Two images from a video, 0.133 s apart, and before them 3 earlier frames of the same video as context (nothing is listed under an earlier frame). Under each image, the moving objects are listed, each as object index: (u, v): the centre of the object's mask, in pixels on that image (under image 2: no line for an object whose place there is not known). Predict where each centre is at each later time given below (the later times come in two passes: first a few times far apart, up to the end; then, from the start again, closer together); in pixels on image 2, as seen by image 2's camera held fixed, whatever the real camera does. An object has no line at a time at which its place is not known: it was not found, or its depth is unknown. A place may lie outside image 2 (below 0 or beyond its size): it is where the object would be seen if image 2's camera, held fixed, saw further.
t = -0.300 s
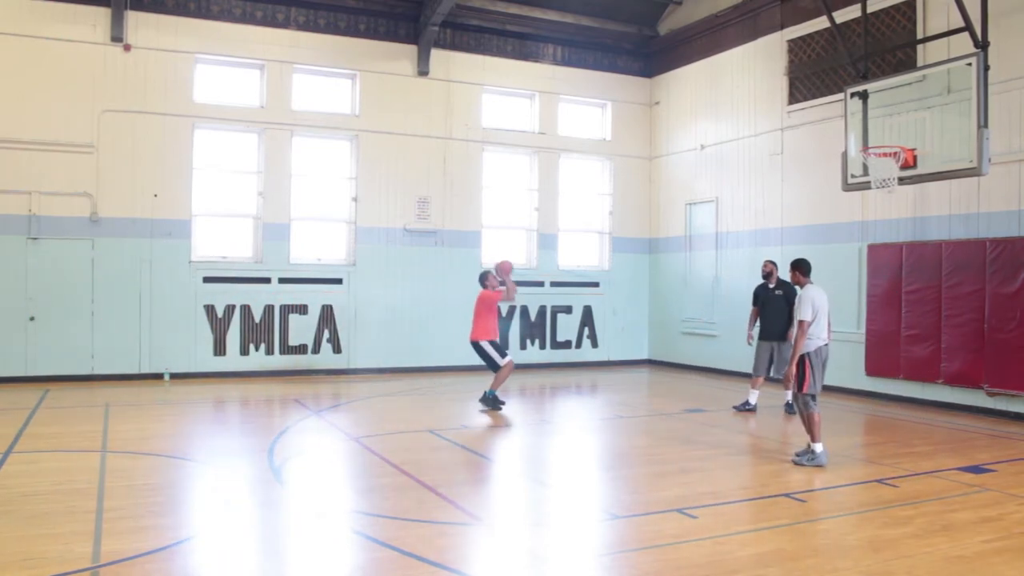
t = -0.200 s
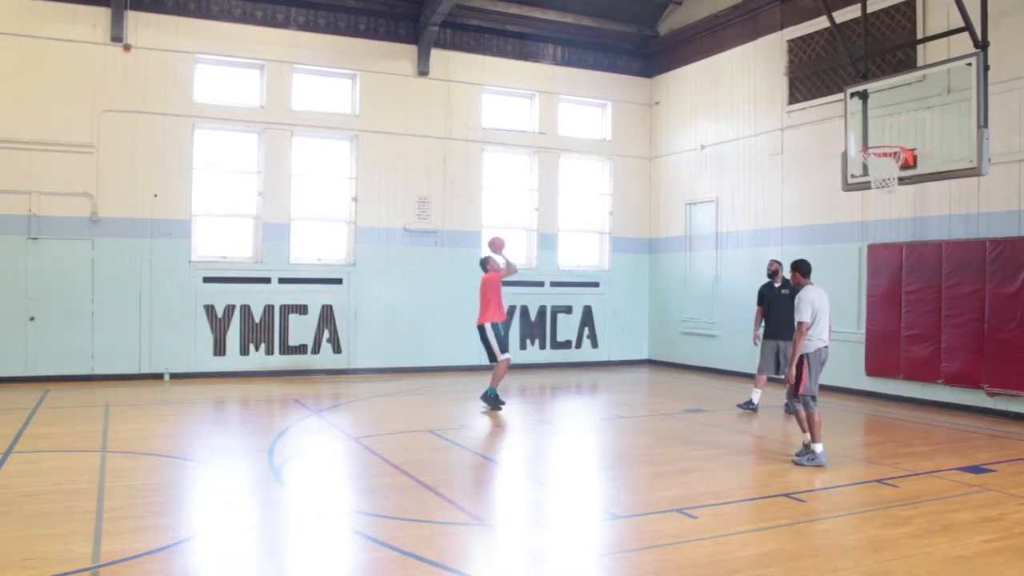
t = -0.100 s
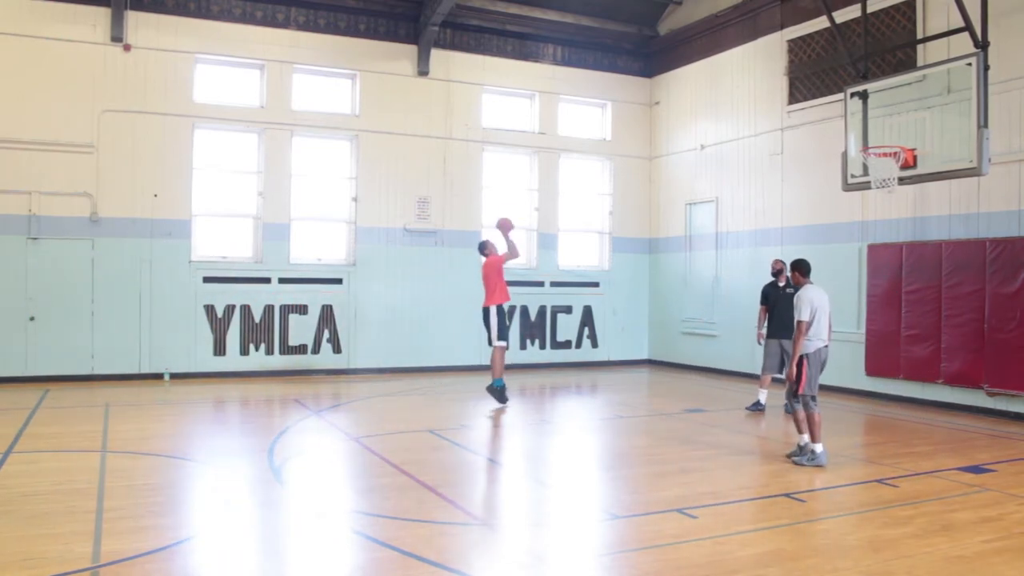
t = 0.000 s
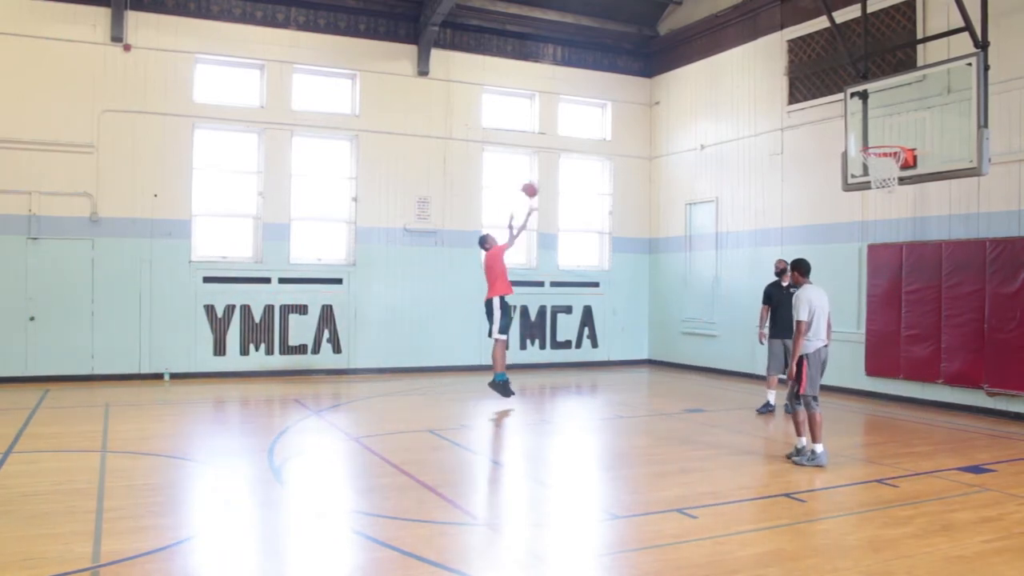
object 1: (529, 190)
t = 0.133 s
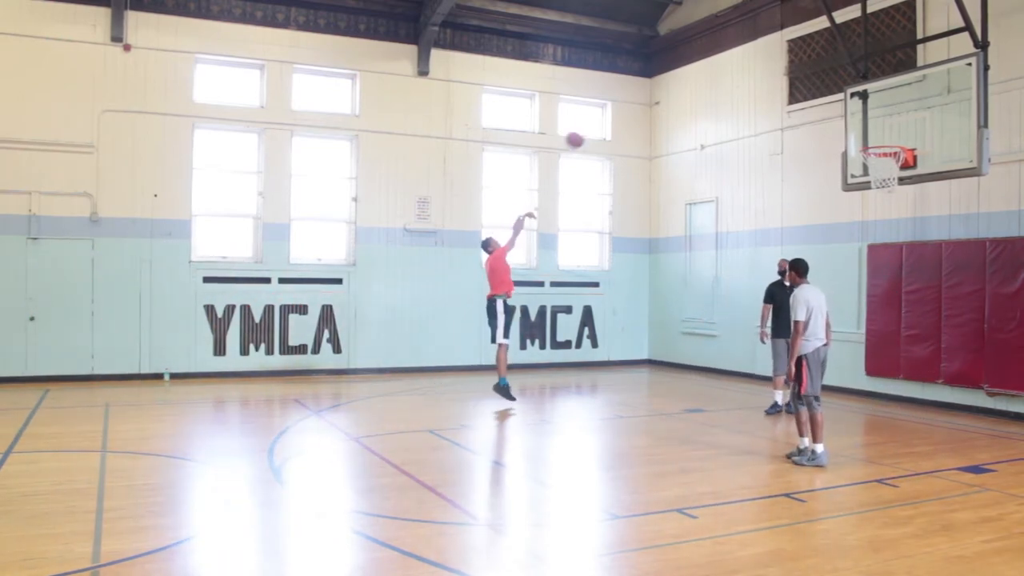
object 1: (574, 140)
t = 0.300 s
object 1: (633, 93)
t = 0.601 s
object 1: (742, 67)
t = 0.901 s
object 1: (854, 117)
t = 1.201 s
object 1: (872, 165)
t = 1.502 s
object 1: (877, 194)
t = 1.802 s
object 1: (898, 278)
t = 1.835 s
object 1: (899, 291)
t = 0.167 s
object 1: (586, 129)
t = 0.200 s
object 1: (599, 118)
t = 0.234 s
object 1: (611, 109)
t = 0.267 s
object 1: (622, 101)
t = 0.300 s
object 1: (633, 93)
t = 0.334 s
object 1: (646, 86)
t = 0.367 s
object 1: (657, 81)
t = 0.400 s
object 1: (669, 76)
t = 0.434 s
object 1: (681, 72)
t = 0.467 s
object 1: (692, 70)
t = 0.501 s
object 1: (705, 67)
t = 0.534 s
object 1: (717, 66)
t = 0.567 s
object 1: (729, 66)
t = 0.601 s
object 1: (742, 67)
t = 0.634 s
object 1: (754, 68)
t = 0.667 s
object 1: (766, 71)
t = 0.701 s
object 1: (778, 75)
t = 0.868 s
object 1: (841, 108)
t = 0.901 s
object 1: (854, 117)
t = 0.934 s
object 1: (866, 128)
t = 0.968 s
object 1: (880, 138)
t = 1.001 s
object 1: (887, 147)
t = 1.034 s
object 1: (888, 153)
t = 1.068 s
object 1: (887, 157)
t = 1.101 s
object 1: (885, 160)
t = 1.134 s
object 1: (880, 162)
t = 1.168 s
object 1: (877, 160)
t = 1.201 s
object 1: (872, 165)
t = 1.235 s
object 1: (871, 167)
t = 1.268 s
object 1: (870, 170)
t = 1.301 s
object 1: (869, 172)
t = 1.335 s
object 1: (868, 175)
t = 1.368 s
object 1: (868, 178)
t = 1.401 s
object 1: (871, 182)
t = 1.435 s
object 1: (873, 189)
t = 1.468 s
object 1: (875, 191)
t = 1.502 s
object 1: (877, 194)
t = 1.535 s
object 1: (880, 199)
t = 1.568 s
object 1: (882, 206)
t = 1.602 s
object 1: (884, 213)
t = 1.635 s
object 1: (886, 222)
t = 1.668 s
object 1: (888, 232)
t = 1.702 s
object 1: (891, 242)
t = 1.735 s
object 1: (894, 253)
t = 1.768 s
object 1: (897, 265)
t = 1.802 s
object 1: (898, 278)
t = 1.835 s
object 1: (899, 291)
